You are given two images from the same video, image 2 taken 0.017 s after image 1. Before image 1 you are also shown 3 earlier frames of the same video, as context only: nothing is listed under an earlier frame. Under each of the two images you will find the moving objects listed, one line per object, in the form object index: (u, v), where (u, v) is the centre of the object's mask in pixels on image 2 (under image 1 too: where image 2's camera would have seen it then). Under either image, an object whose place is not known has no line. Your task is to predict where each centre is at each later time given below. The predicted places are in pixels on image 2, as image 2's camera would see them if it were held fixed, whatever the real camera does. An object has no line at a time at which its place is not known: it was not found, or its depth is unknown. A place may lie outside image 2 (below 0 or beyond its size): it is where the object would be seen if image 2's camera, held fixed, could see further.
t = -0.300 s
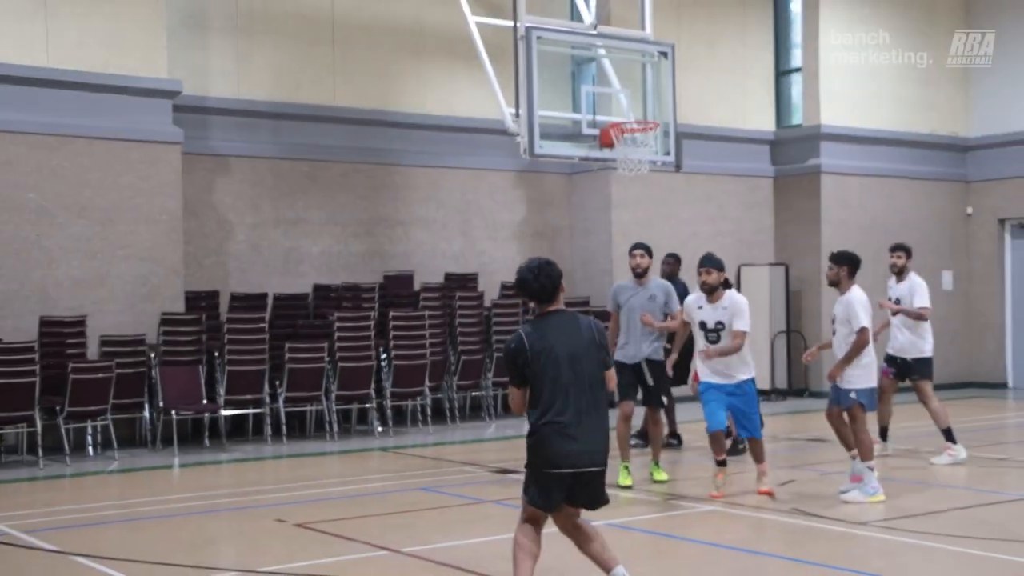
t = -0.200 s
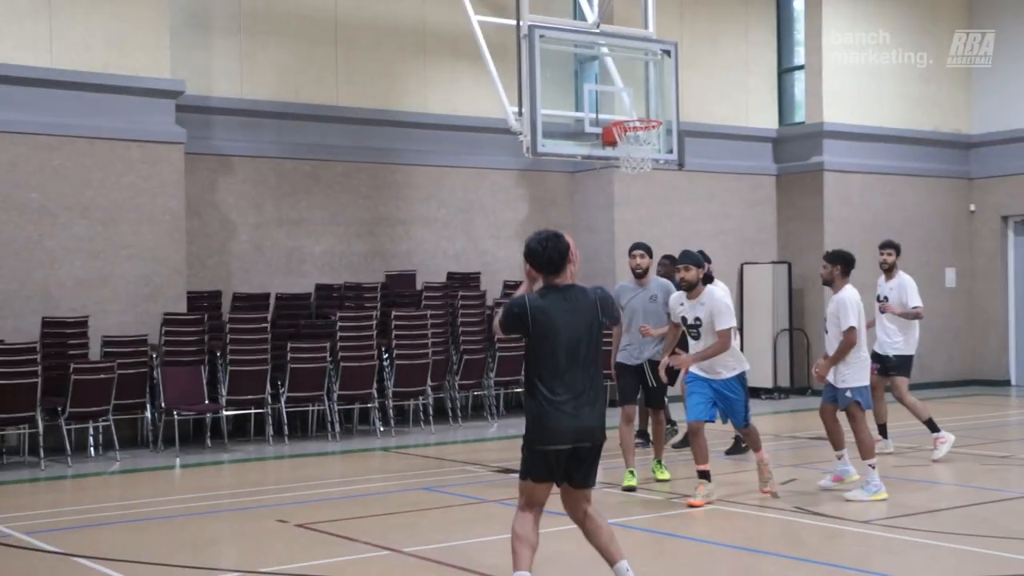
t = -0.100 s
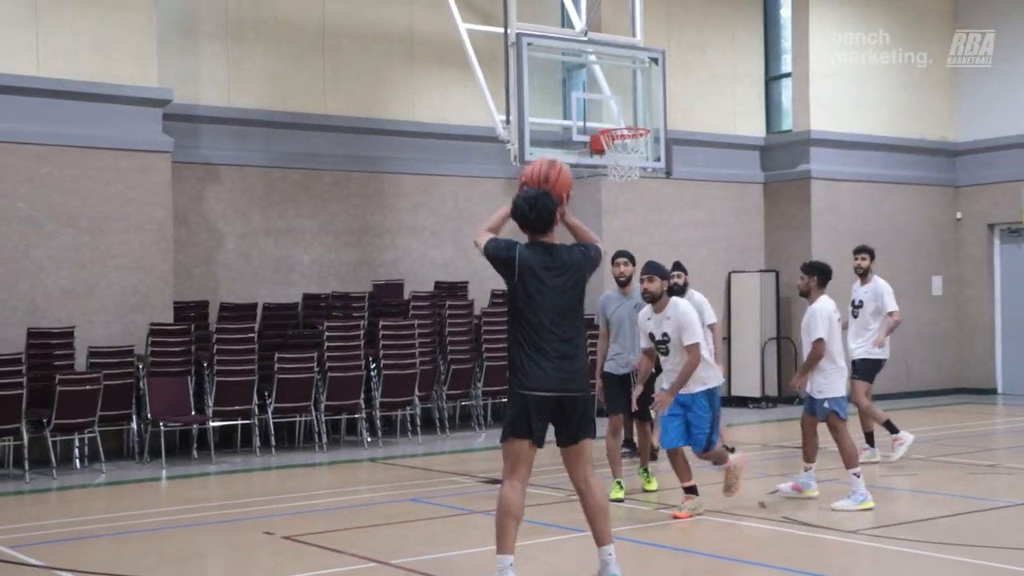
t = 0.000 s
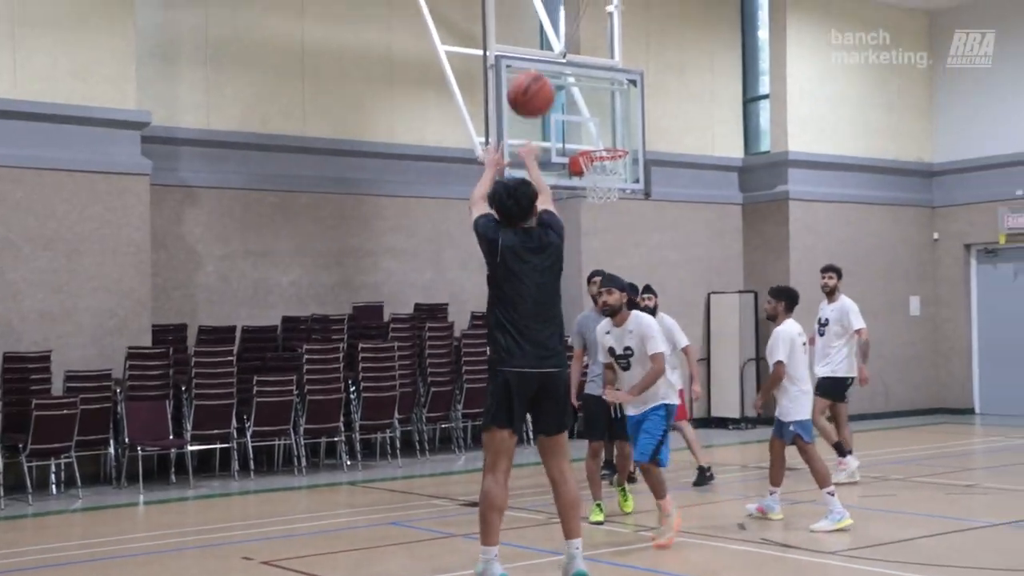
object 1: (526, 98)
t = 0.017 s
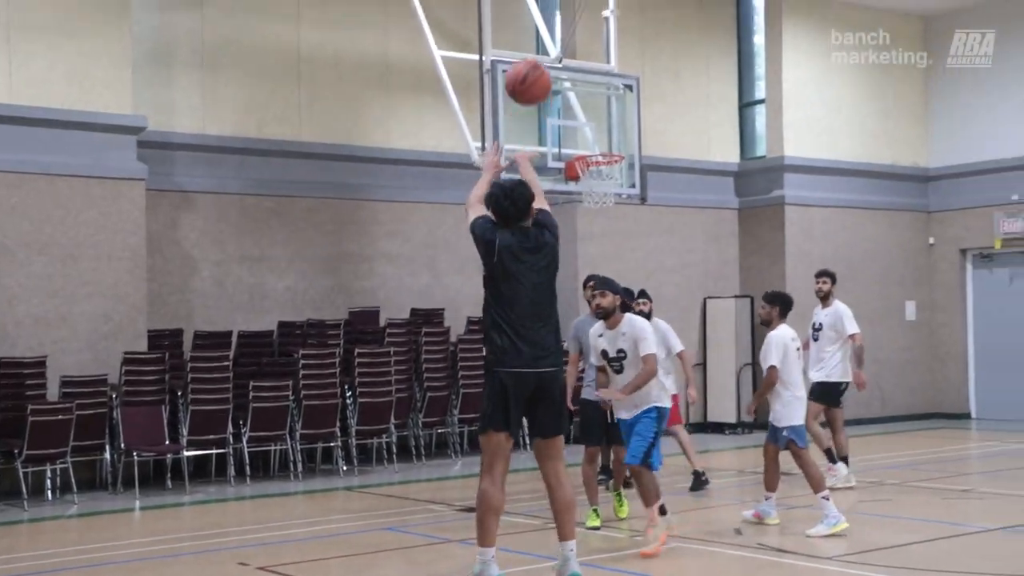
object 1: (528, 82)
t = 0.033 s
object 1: (530, 67)
